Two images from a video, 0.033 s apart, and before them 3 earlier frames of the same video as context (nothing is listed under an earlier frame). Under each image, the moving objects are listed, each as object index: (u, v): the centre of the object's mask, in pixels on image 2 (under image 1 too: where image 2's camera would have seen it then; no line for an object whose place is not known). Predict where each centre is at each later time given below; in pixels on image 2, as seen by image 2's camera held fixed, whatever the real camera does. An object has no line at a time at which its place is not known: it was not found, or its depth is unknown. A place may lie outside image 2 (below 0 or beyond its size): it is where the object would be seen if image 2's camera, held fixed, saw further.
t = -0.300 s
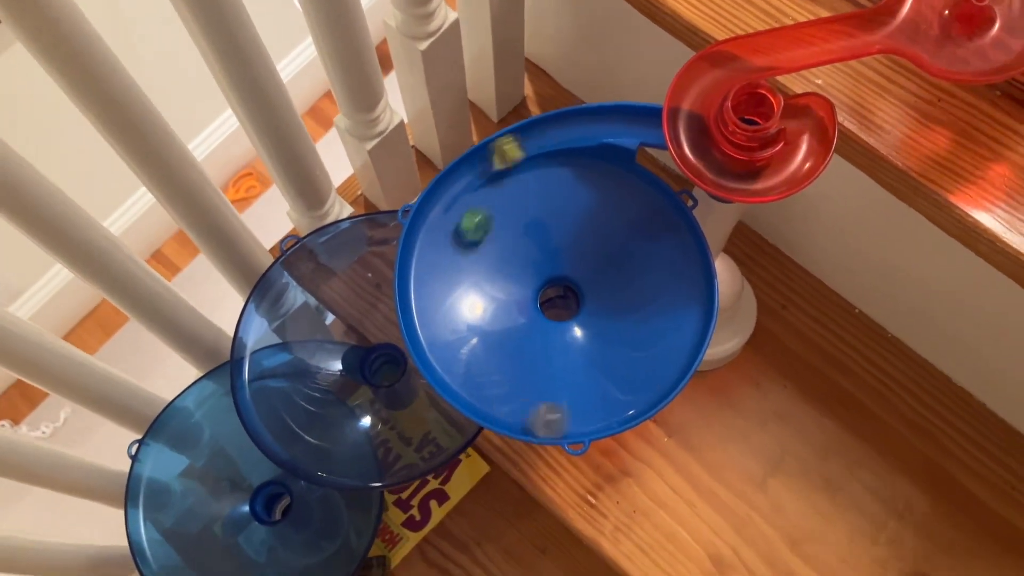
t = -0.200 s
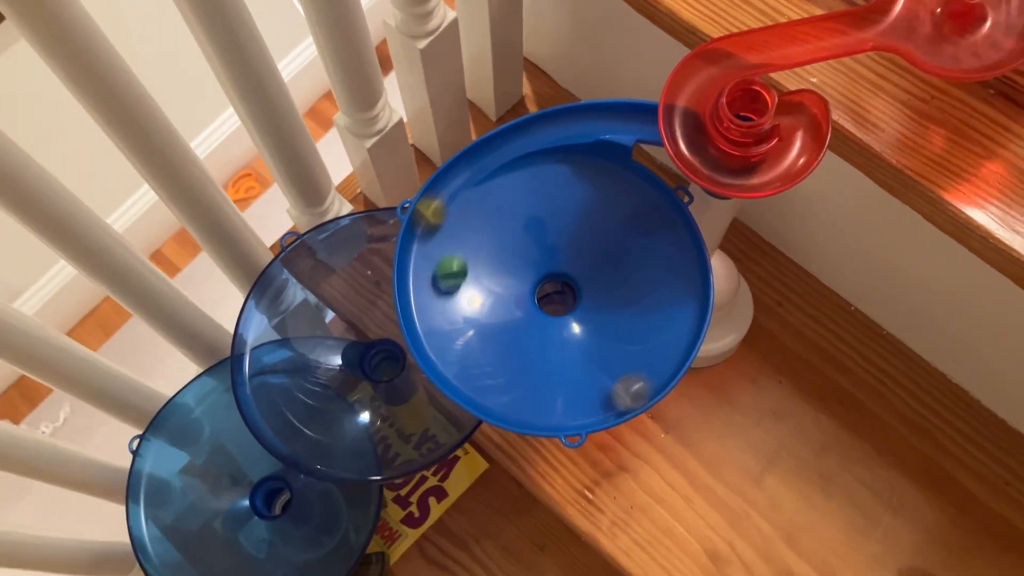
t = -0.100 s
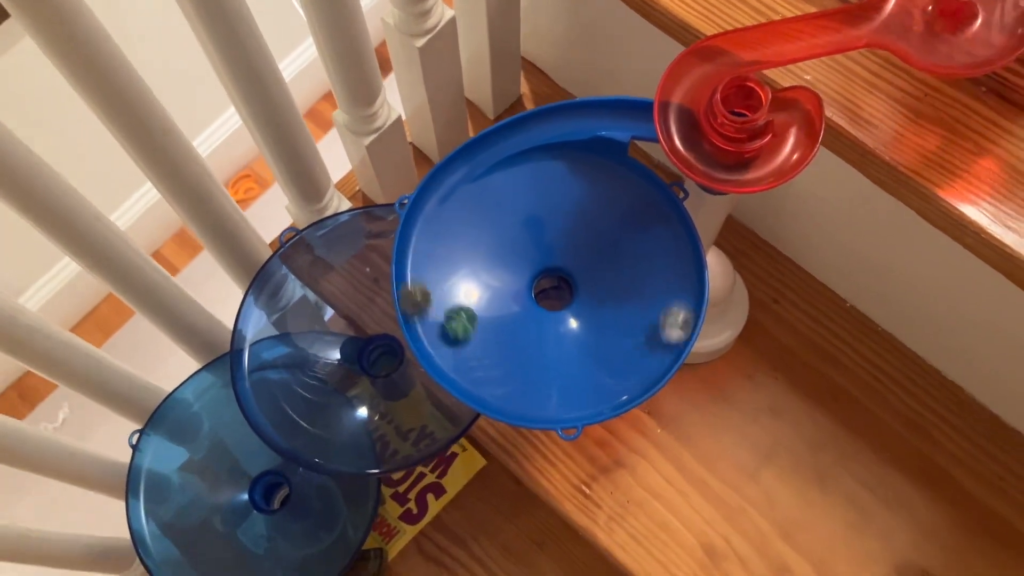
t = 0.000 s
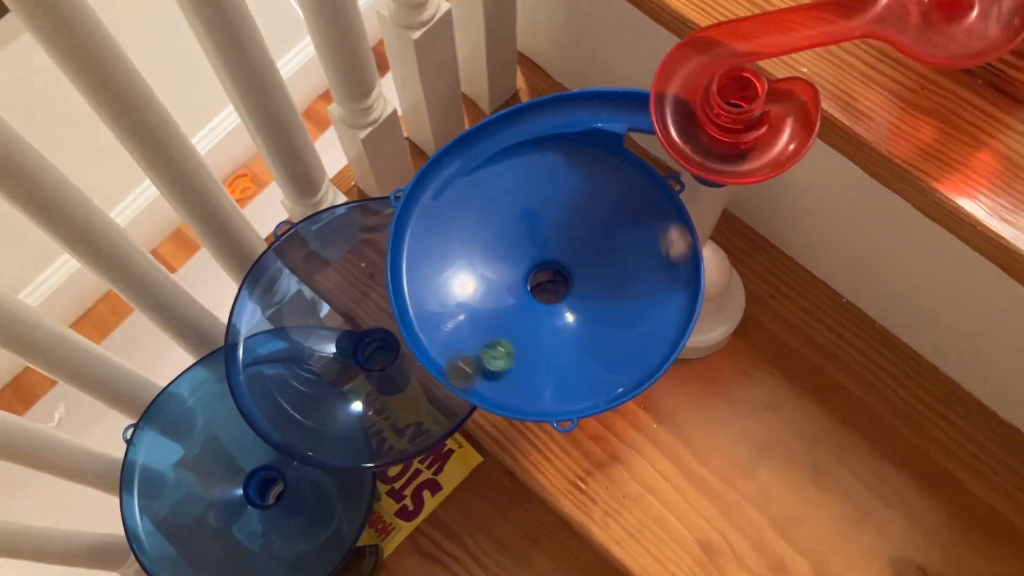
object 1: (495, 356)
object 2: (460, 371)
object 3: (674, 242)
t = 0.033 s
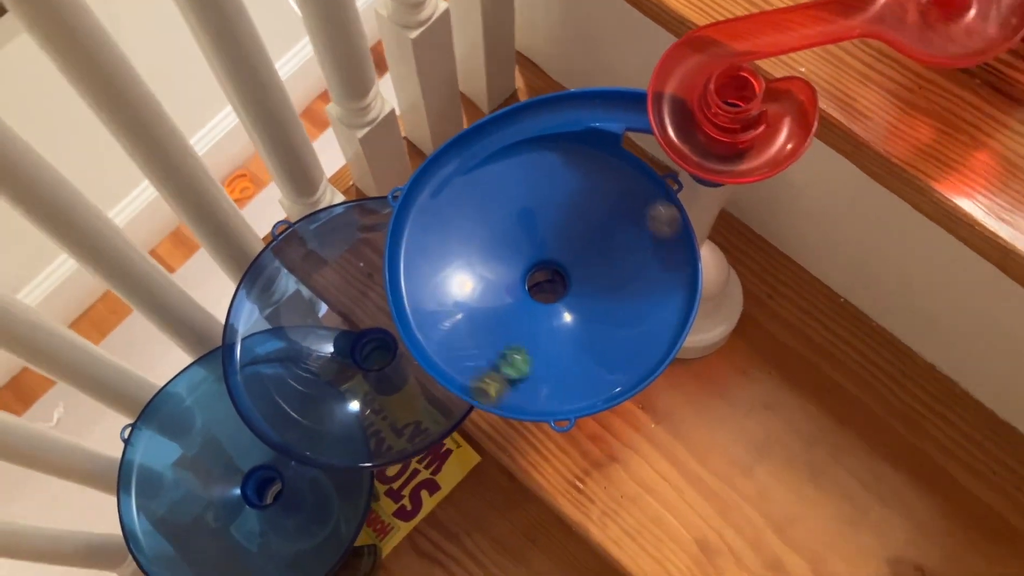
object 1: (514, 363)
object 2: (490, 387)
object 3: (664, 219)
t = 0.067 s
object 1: (533, 368)
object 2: (519, 398)
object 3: (650, 200)
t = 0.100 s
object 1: (552, 368)
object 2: (552, 400)
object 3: (636, 183)
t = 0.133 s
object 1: (572, 365)
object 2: (584, 394)
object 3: (618, 169)
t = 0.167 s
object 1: (591, 358)
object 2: (612, 382)
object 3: (593, 161)
